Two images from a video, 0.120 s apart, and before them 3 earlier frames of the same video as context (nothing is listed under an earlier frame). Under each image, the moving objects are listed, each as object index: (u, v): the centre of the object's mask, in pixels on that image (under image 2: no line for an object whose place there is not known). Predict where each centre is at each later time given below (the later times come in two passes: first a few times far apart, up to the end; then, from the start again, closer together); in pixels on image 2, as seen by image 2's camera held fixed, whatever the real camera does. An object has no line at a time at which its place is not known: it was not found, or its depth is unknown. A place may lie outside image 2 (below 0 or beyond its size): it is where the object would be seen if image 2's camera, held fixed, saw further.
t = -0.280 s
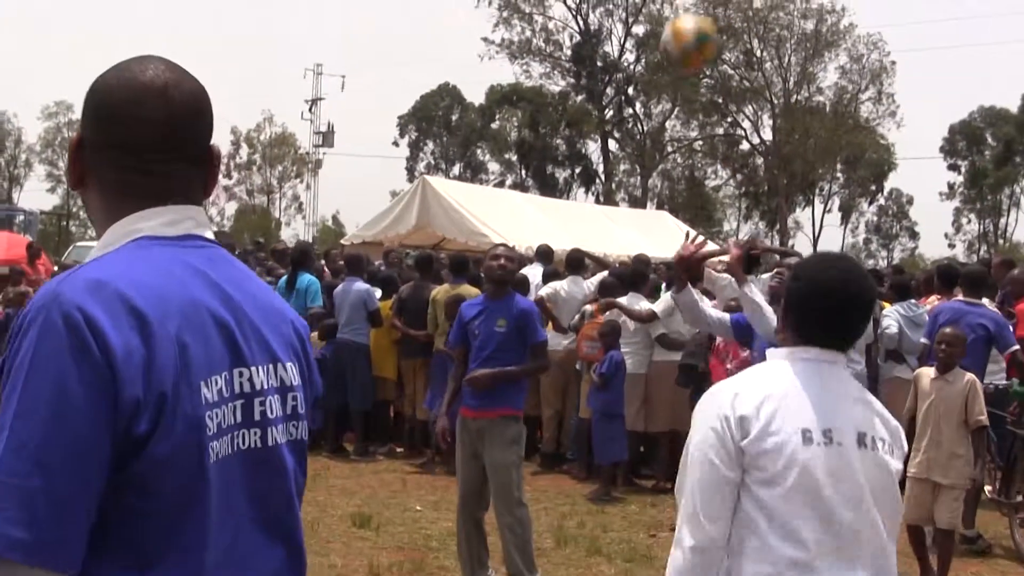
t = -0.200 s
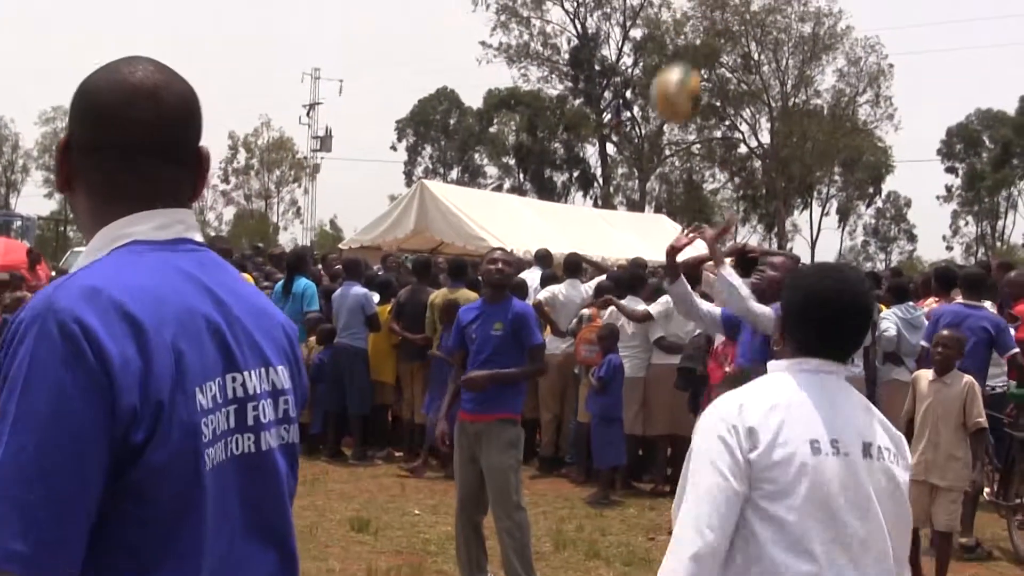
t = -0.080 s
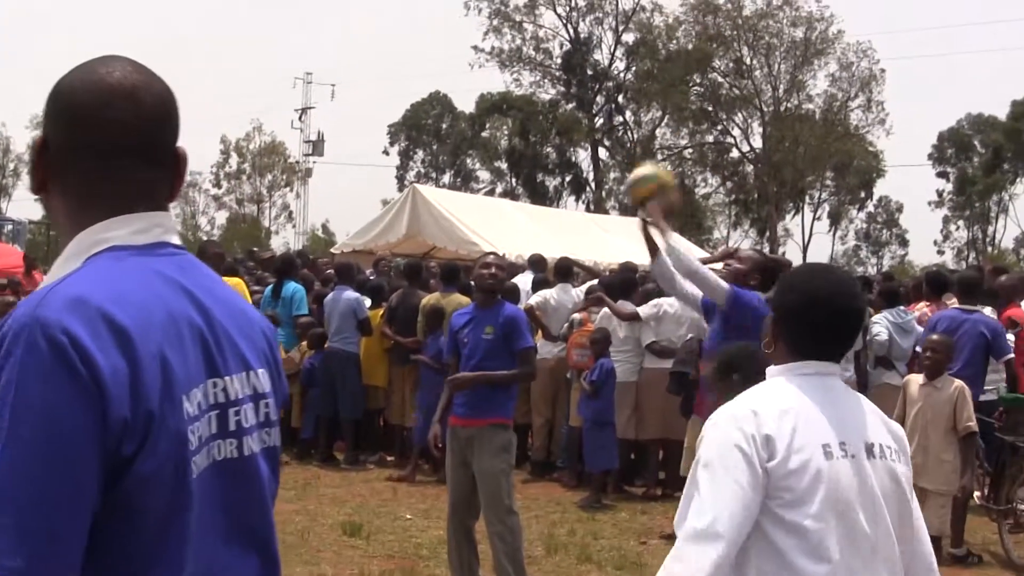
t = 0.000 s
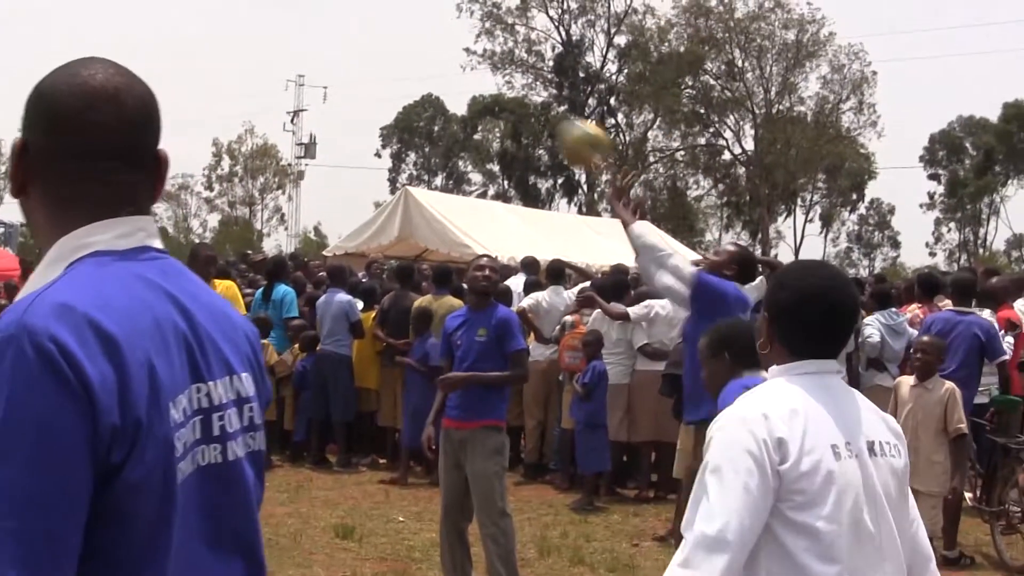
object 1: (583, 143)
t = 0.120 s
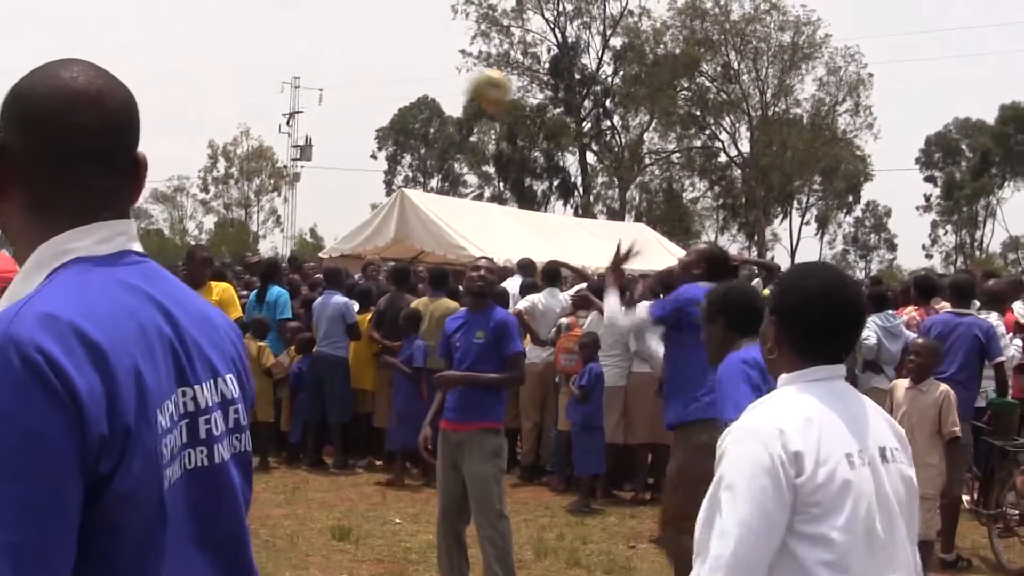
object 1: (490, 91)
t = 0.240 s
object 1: (407, 71)
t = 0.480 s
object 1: (271, 114)
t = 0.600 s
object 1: (214, 168)
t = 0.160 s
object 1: (461, 81)
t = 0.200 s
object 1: (434, 74)
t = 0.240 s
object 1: (407, 71)
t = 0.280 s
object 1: (382, 71)
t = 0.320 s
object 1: (358, 73)
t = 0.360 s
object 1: (334, 80)
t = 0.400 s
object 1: (312, 88)
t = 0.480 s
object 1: (271, 114)
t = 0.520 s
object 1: (252, 130)
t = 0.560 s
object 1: (234, 148)
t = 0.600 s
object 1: (214, 168)
